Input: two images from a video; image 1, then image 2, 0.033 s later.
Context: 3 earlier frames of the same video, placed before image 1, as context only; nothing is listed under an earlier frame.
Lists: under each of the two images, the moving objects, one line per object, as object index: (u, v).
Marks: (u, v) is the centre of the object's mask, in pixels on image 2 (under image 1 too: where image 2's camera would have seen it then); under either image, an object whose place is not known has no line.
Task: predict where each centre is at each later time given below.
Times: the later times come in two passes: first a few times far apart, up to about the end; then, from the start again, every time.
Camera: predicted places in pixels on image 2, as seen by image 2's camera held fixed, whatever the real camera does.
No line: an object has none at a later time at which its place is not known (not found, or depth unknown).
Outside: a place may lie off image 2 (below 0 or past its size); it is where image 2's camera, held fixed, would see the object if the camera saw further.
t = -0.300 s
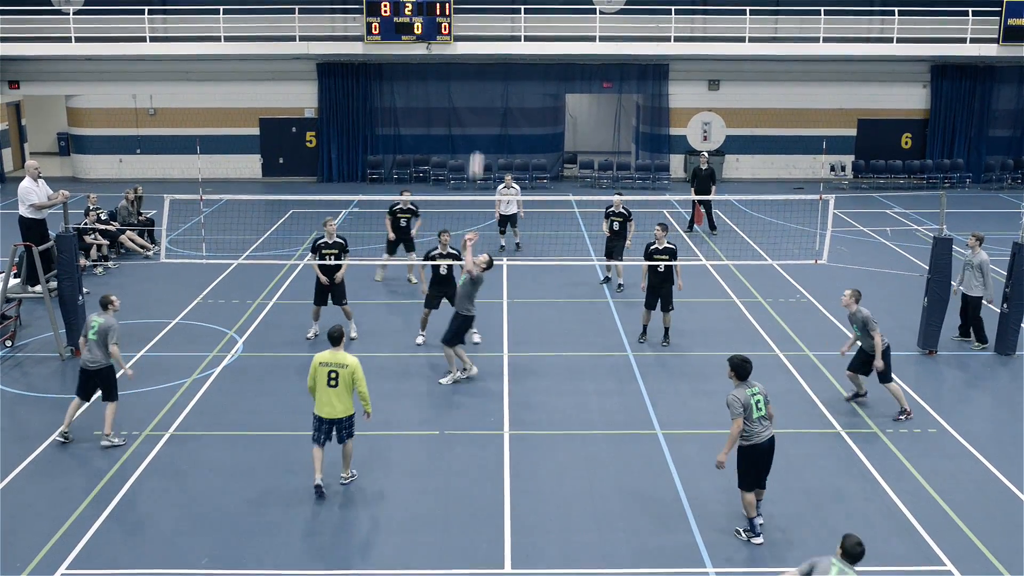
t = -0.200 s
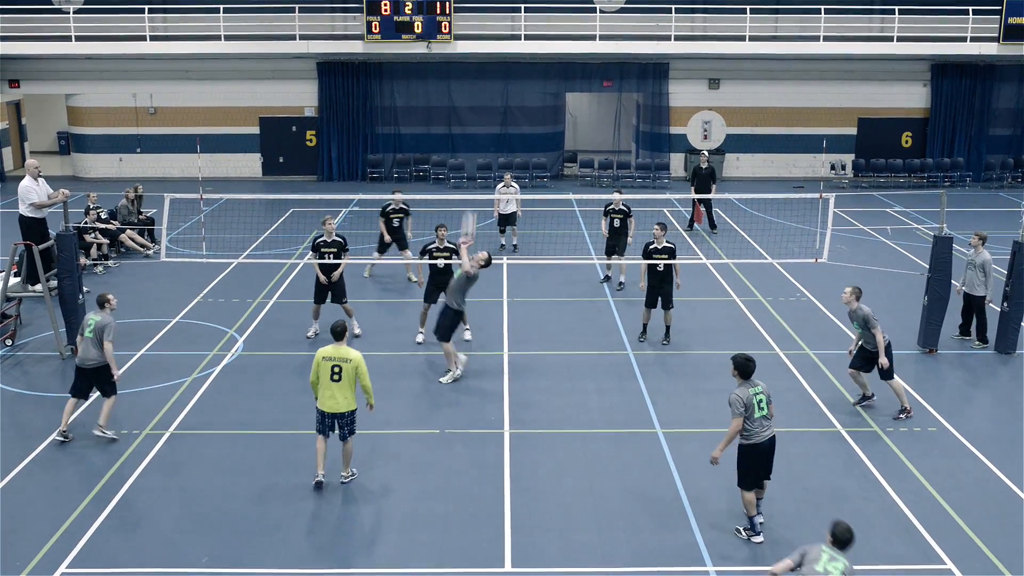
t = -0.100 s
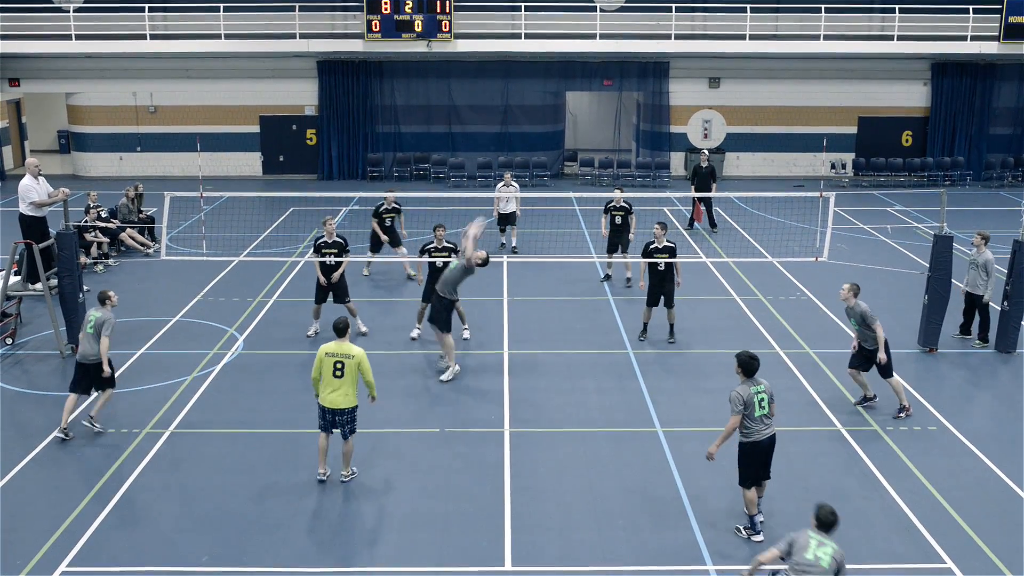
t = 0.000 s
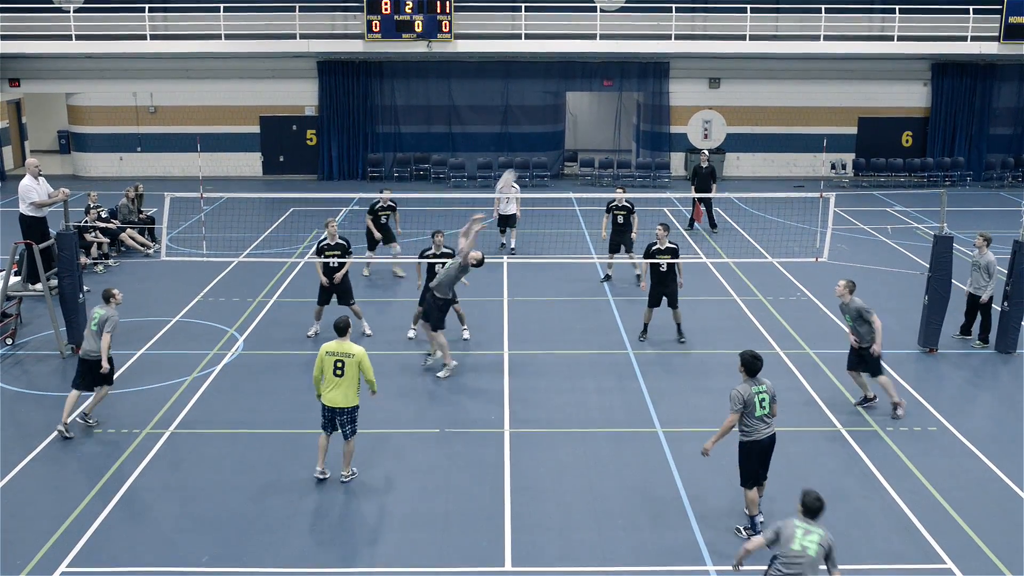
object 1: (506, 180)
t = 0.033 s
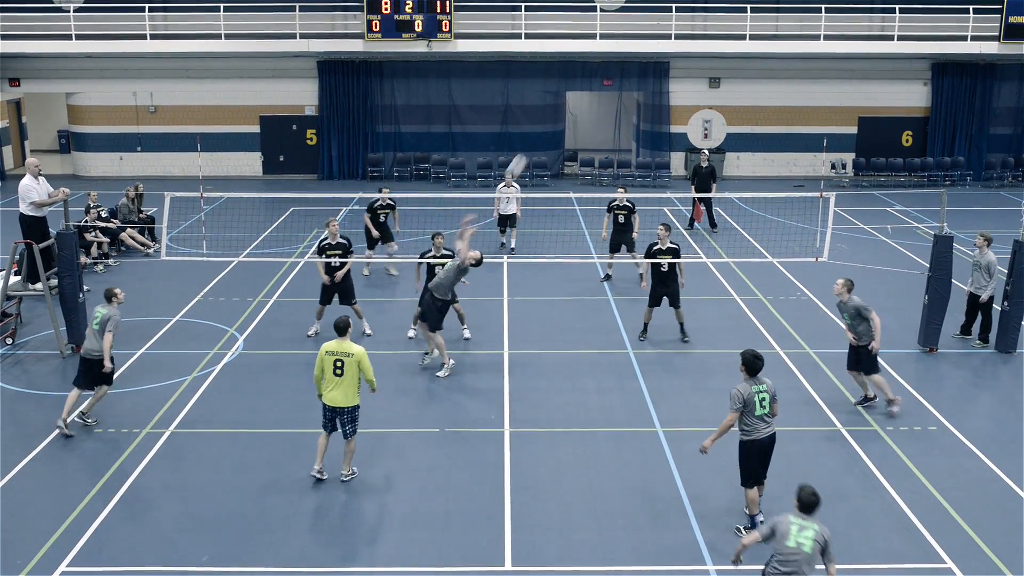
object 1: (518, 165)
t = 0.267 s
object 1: (589, 88)
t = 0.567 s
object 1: (676, 51)
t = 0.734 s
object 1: (722, 59)
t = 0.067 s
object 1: (527, 153)
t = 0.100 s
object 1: (537, 140)
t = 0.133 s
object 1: (547, 129)
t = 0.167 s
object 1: (557, 118)
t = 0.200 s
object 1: (567, 108)
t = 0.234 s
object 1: (579, 96)
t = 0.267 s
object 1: (589, 88)
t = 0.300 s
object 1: (599, 82)
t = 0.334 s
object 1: (609, 76)
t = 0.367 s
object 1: (618, 70)
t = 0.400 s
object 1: (628, 65)
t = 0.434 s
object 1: (637, 60)
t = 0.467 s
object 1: (646, 57)
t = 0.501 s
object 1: (657, 54)
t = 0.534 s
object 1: (666, 52)
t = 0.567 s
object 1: (676, 51)
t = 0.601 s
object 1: (686, 52)
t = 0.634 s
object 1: (694, 54)
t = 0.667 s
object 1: (703, 55)
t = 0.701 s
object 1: (713, 57)
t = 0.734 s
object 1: (722, 59)
